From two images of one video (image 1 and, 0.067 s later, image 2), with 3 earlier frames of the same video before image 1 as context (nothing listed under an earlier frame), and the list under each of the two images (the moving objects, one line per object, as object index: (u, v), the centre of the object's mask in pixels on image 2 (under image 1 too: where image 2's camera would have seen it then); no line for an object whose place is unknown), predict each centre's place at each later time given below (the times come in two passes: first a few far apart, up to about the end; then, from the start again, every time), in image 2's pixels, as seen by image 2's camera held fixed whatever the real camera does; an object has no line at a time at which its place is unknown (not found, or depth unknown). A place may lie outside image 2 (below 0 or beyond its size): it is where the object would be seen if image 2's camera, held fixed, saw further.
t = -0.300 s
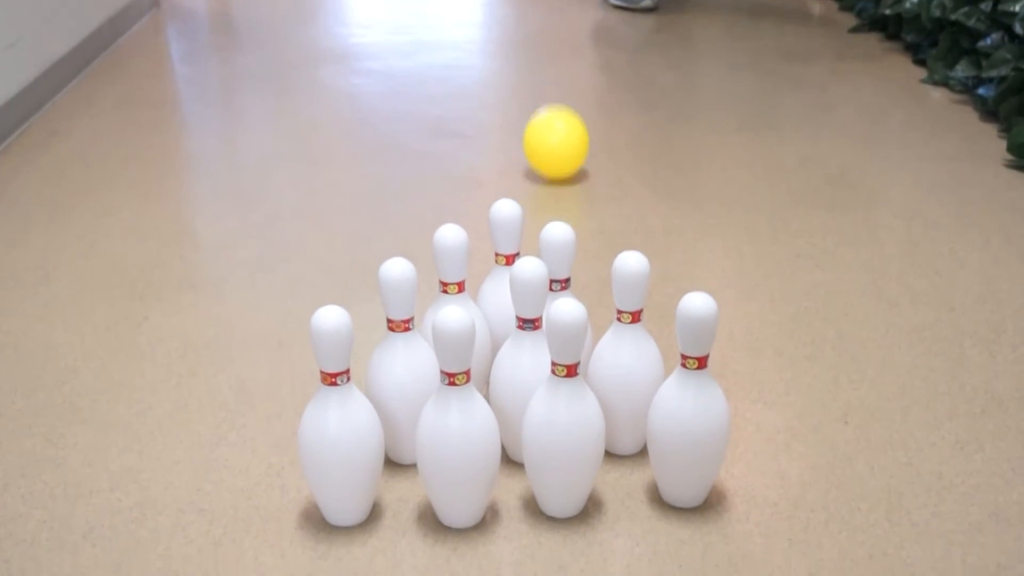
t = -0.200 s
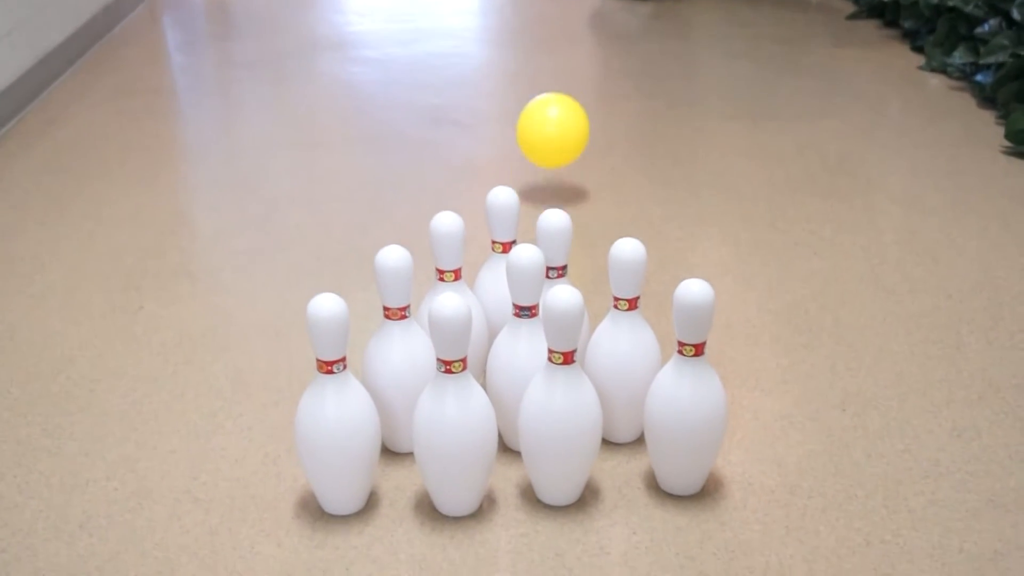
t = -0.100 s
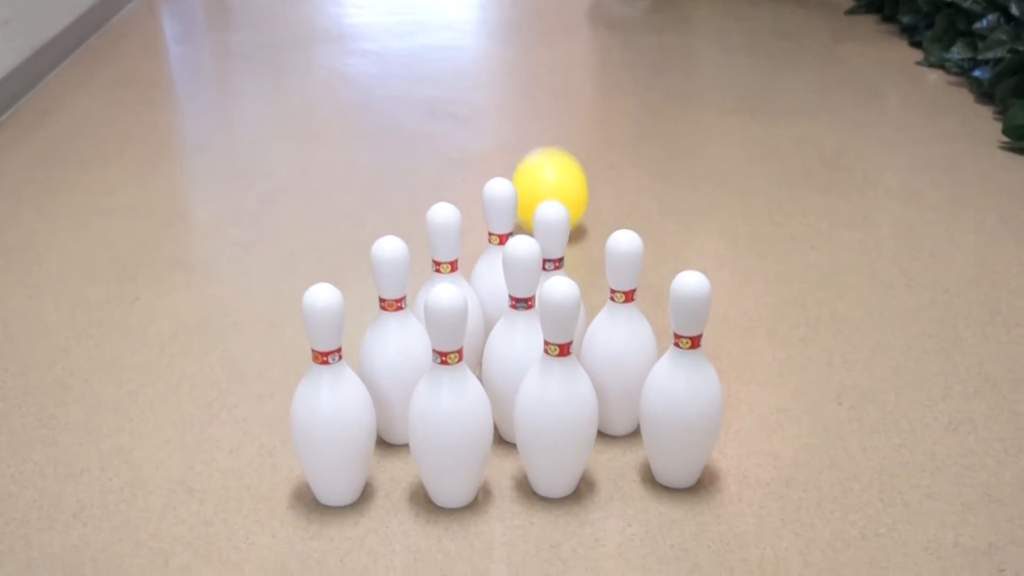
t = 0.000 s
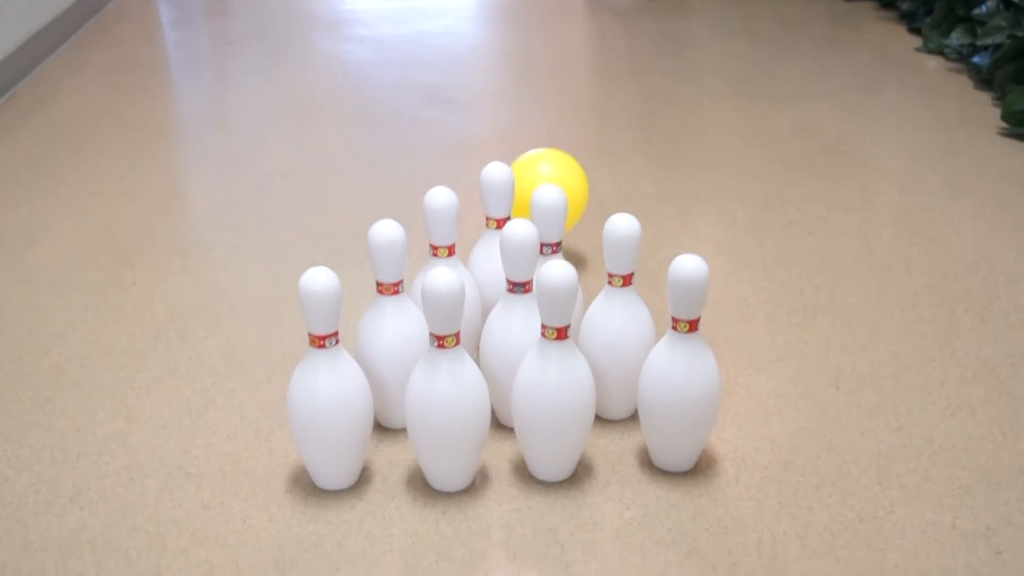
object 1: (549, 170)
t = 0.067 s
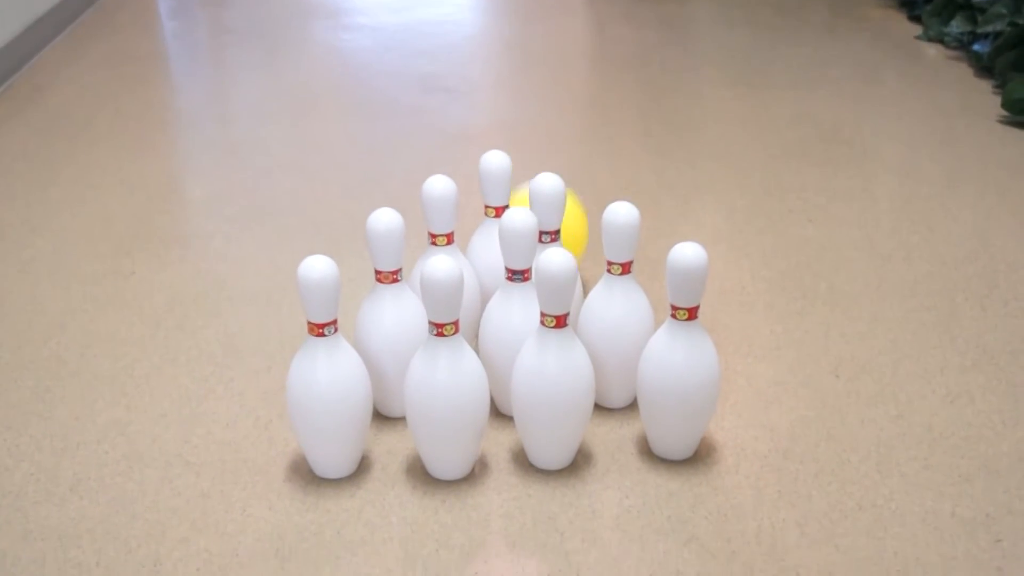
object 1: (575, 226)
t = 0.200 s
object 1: (587, 242)
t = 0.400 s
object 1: (722, 297)
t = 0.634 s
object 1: (823, 344)
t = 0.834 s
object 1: (948, 403)
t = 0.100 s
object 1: (579, 248)
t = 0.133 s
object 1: (585, 243)
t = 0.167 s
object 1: (587, 241)
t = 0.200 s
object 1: (587, 242)
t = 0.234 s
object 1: (588, 252)
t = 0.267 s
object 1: (652, 277)
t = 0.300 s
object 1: (653, 271)
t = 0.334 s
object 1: (656, 265)
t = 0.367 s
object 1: (665, 275)
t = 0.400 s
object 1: (722, 297)
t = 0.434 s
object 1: (730, 317)
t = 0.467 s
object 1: (740, 313)
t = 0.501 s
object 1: (749, 313)
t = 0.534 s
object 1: (764, 323)
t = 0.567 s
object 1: (782, 343)
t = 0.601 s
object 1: (803, 343)
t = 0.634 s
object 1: (823, 344)
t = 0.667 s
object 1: (843, 355)
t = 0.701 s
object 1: (863, 375)
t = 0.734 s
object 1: (885, 374)
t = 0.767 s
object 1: (905, 382)
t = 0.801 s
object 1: (924, 400)
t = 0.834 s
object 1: (948, 403)
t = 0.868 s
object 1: (967, 410)
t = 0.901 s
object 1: (979, 428)
